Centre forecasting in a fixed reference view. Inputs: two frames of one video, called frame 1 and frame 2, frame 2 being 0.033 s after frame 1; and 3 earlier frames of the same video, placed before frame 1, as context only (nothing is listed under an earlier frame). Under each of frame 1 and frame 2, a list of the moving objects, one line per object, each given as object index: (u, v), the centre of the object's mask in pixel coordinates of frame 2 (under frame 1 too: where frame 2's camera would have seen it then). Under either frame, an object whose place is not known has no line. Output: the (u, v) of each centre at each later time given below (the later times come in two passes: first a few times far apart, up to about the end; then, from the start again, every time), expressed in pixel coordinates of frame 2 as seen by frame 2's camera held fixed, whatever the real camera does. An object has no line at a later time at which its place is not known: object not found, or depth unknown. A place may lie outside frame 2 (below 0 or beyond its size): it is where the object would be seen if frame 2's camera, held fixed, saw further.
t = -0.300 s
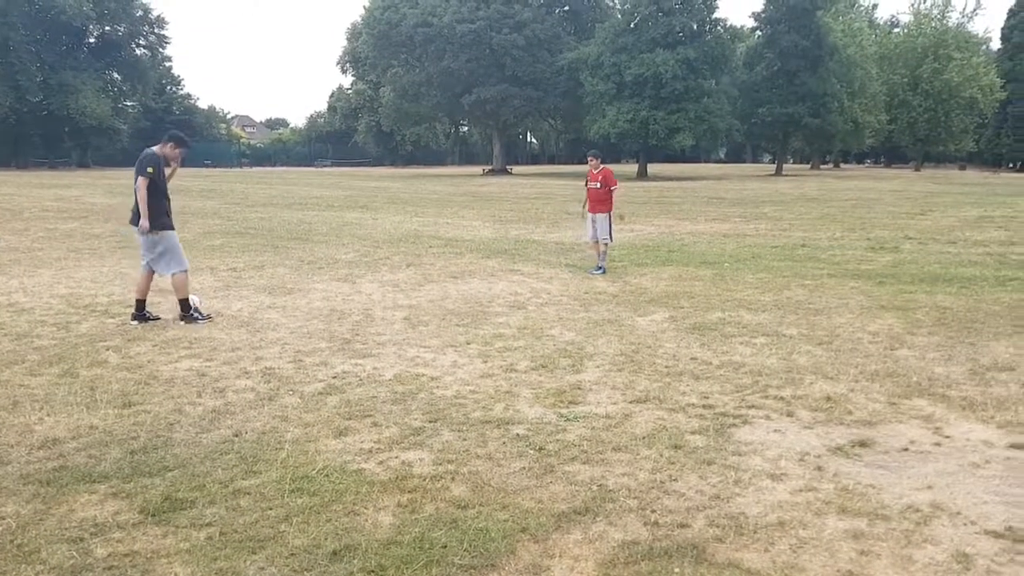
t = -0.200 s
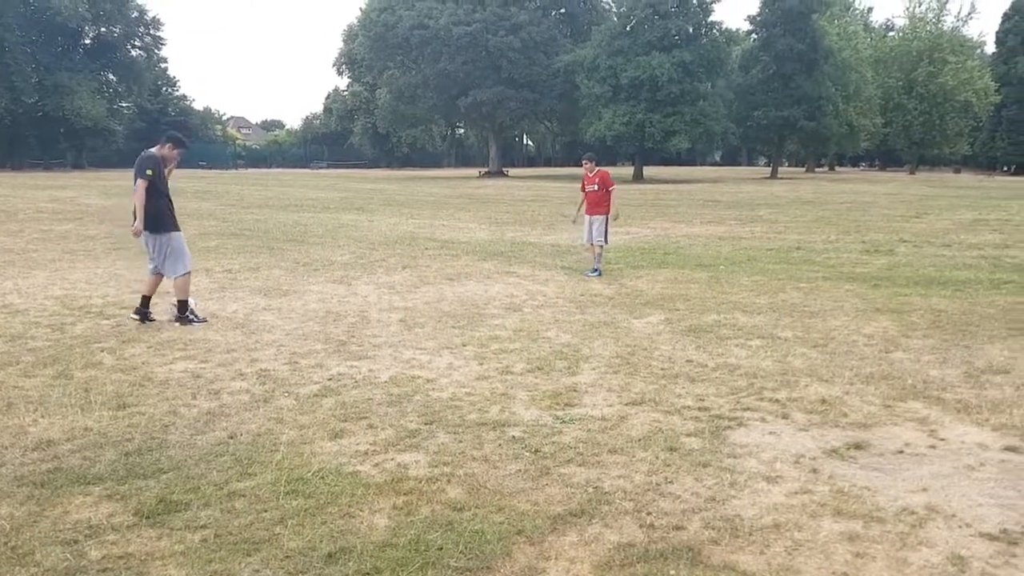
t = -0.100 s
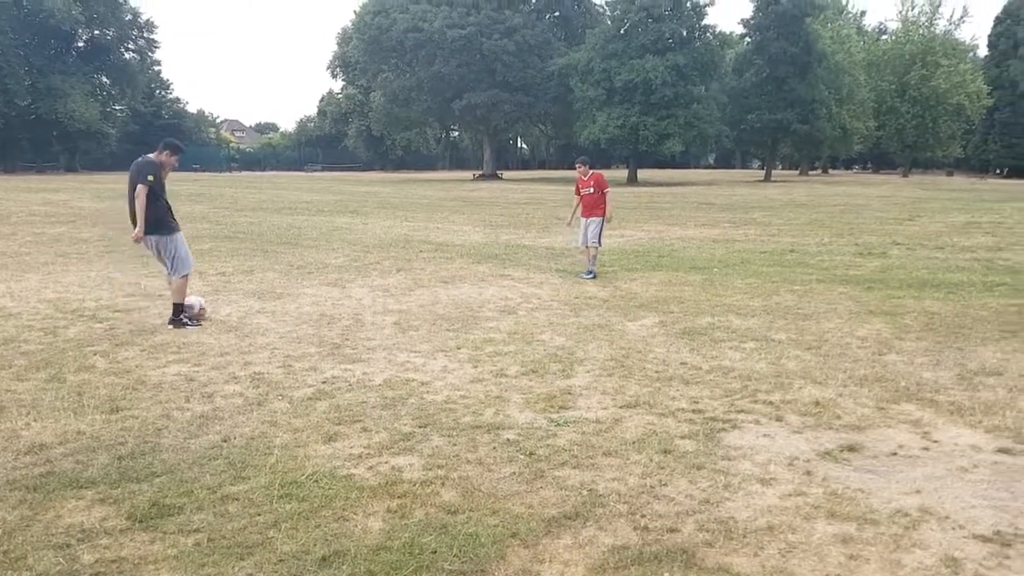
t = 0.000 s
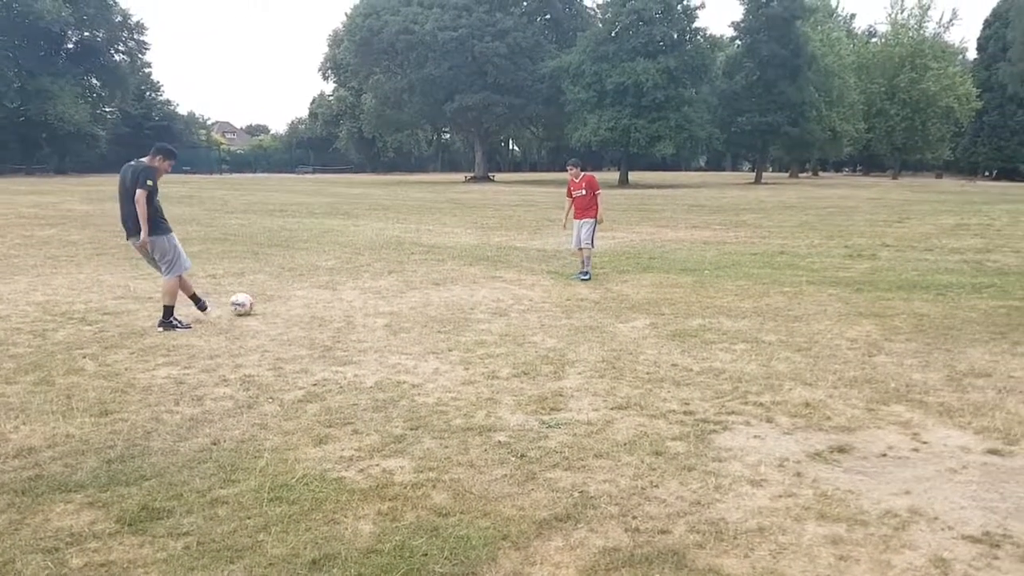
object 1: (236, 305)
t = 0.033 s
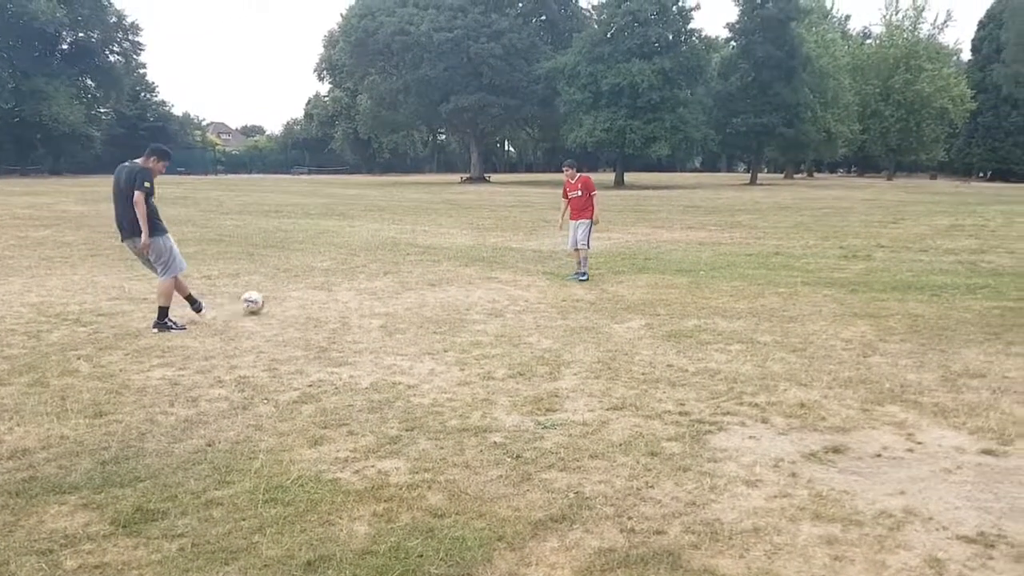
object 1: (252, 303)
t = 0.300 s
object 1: (355, 290)
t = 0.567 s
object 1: (417, 280)
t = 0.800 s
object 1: (462, 275)
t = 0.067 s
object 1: (267, 299)
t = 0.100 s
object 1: (282, 297)
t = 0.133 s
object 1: (296, 296)
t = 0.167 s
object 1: (309, 295)
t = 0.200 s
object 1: (321, 292)
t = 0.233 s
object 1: (332, 291)
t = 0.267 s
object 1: (343, 289)
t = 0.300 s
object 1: (355, 290)
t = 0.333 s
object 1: (364, 287)
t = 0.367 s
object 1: (372, 285)
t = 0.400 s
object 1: (380, 282)
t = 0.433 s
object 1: (387, 281)
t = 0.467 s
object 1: (396, 282)
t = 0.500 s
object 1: (404, 282)
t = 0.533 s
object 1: (412, 281)
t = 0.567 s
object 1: (417, 280)
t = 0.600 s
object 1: (425, 279)
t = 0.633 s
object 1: (431, 278)
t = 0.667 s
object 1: (437, 278)
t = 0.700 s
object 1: (443, 277)
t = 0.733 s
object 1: (449, 273)
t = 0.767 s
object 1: (456, 275)
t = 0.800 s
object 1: (462, 275)
